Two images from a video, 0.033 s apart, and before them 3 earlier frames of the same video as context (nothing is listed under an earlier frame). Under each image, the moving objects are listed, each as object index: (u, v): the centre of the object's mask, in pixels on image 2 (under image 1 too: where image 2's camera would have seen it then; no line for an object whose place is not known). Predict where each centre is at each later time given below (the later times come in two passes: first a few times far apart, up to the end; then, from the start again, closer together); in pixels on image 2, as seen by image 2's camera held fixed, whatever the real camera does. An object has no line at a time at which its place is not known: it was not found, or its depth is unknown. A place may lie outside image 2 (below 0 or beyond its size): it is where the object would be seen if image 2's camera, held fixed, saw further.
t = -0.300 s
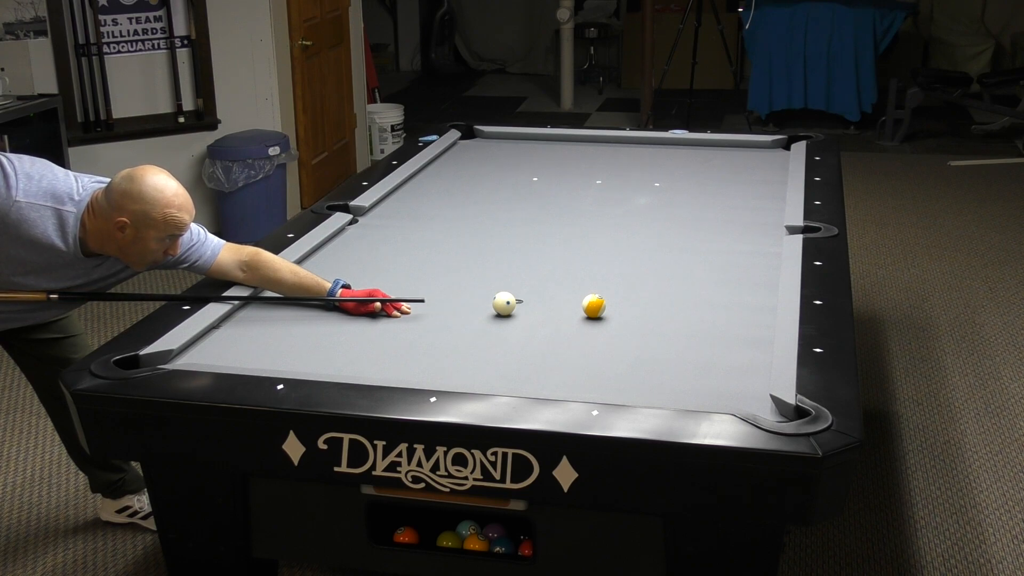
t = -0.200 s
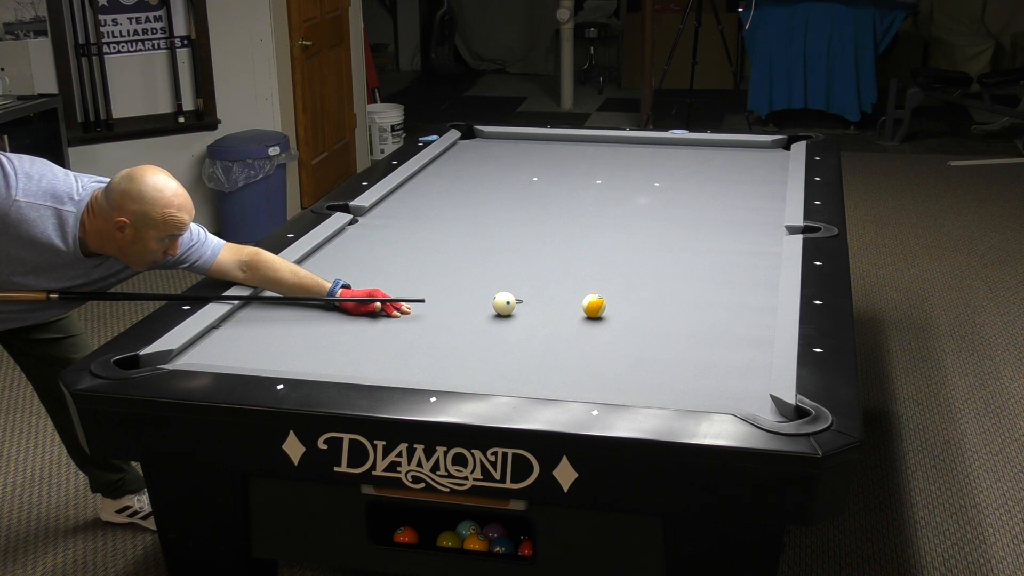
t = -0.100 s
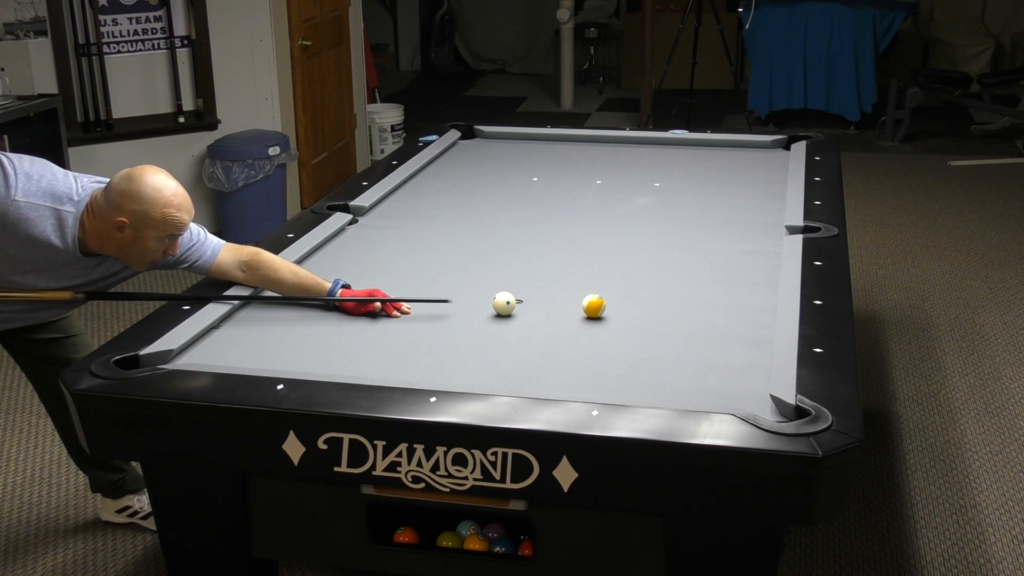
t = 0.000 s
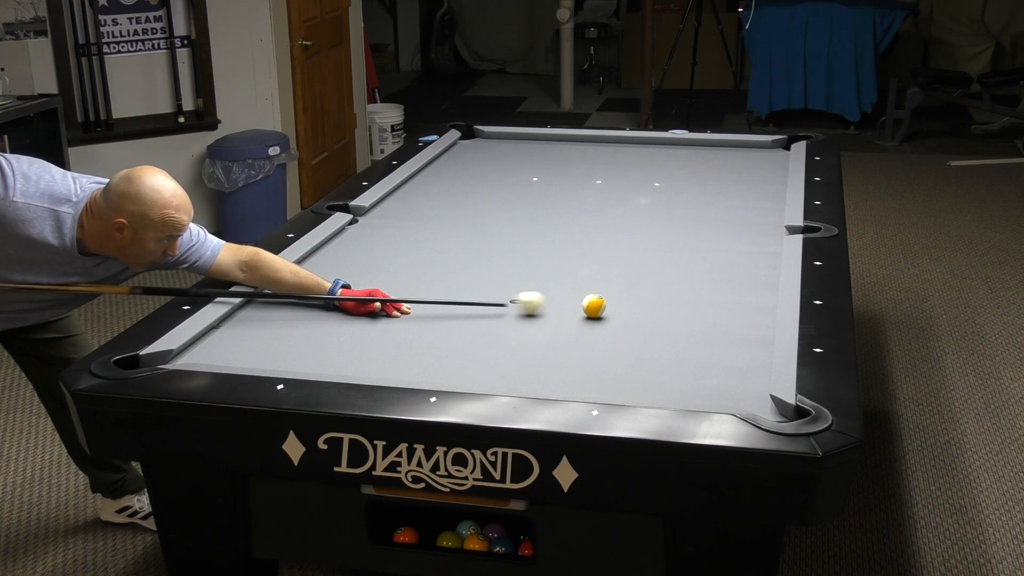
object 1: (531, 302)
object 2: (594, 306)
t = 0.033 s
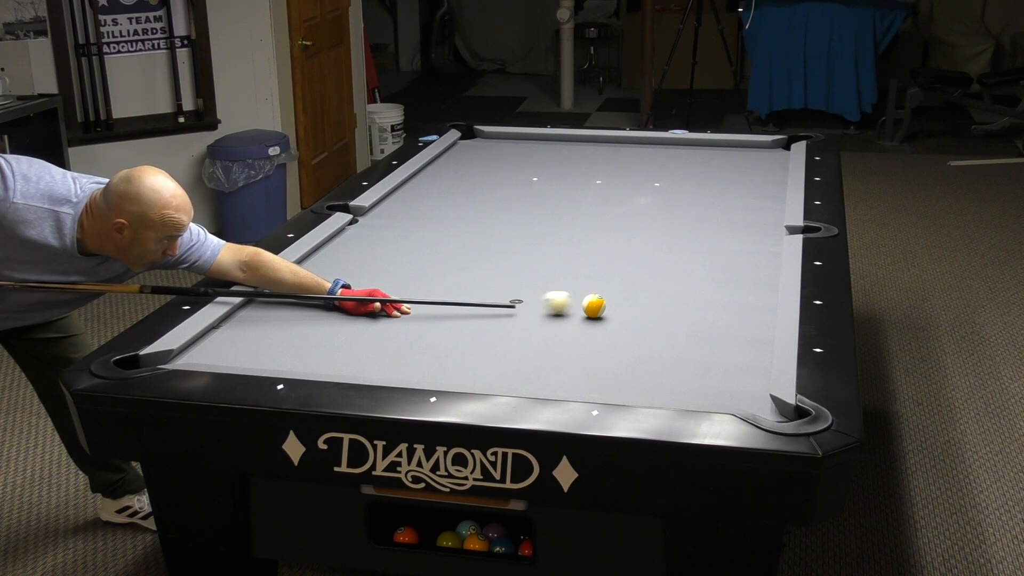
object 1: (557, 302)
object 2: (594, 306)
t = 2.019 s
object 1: (744, 203)
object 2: (336, 328)
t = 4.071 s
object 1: (760, 155)
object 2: (339, 342)
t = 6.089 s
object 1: (742, 148)
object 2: (408, 350)
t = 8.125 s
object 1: (741, 149)
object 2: (408, 350)
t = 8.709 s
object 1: (741, 149)
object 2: (408, 351)
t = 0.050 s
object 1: (570, 302)
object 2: (594, 306)
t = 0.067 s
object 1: (575, 301)
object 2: (602, 306)
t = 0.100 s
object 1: (579, 298)
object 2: (624, 310)
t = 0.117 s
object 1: (582, 296)
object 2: (634, 311)
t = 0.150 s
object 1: (586, 294)
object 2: (654, 313)
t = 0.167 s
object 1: (588, 293)
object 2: (665, 315)
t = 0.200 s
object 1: (592, 291)
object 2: (685, 318)
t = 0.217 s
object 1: (594, 289)
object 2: (695, 319)
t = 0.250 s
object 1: (598, 287)
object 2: (714, 322)
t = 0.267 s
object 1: (600, 286)
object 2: (723, 323)
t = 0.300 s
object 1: (604, 284)
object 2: (741, 326)
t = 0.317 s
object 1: (606, 283)
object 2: (750, 326)
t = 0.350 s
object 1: (610, 281)
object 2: (762, 329)
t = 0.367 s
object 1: (612, 280)
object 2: (755, 329)
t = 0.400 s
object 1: (615, 277)
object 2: (742, 328)
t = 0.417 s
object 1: (617, 277)
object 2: (735, 328)
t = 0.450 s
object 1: (621, 274)
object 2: (723, 328)
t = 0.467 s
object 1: (622, 273)
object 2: (717, 328)
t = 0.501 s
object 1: (626, 271)
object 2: (707, 328)
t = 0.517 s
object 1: (628, 270)
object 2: (702, 328)
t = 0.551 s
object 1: (631, 268)
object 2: (692, 328)
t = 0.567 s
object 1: (633, 267)
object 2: (688, 328)
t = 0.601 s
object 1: (636, 265)
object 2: (679, 329)
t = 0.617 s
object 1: (638, 264)
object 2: (674, 328)
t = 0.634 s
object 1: (640, 263)
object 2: (670, 328)
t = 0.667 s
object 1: (643, 262)
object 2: (661, 328)
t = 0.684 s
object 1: (645, 261)
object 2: (656, 328)
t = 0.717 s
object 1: (648, 259)
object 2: (648, 328)
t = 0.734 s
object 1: (649, 258)
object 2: (644, 328)
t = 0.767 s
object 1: (652, 256)
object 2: (635, 328)
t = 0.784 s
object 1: (654, 255)
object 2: (631, 328)
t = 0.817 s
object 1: (657, 254)
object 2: (622, 328)
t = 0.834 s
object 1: (659, 253)
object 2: (617, 328)
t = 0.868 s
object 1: (662, 251)
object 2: (609, 328)
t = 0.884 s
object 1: (663, 250)
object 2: (605, 328)
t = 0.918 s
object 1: (666, 248)
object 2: (596, 328)
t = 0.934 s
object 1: (668, 248)
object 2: (592, 328)
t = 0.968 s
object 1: (671, 246)
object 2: (583, 328)
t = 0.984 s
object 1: (672, 245)
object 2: (579, 328)
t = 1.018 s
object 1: (675, 243)
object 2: (571, 328)
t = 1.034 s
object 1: (676, 243)
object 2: (567, 328)
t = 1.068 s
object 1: (679, 241)
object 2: (558, 328)
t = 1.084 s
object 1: (681, 240)
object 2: (554, 328)
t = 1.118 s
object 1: (683, 239)
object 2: (545, 328)
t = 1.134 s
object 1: (685, 238)
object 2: (541, 328)
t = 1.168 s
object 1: (687, 237)
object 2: (533, 328)
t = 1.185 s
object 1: (689, 236)
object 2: (529, 328)
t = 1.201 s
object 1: (690, 235)
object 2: (525, 328)
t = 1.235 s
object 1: (693, 233)
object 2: (517, 328)
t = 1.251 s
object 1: (694, 233)
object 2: (513, 328)
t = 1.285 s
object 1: (696, 231)
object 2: (504, 328)
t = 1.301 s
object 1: (698, 231)
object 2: (500, 328)
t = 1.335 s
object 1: (700, 229)
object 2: (493, 328)
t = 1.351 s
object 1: (701, 228)
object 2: (489, 328)
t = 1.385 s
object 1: (704, 227)
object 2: (480, 328)
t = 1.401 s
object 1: (705, 226)
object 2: (476, 328)
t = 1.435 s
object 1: (707, 225)
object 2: (468, 328)
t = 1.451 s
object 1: (708, 224)
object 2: (464, 327)
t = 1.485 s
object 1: (711, 223)
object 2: (457, 328)
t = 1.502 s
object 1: (712, 222)
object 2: (453, 328)
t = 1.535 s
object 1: (714, 221)
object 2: (445, 328)
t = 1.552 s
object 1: (715, 220)
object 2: (441, 327)
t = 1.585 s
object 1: (717, 219)
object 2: (433, 327)
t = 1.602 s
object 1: (719, 218)
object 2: (429, 327)
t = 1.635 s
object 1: (721, 217)
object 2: (421, 328)
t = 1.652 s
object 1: (722, 216)
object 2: (418, 328)
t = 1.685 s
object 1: (724, 215)
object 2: (410, 327)
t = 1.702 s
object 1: (725, 214)
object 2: (406, 327)
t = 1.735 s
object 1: (727, 213)
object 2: (399, 327)
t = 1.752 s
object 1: (728, 213)
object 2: (395, 327)
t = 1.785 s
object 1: (730, 211)
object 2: (387, 327)
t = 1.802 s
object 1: (731, 211)
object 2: (383, 328)
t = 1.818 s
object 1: (732, 210)
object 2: (380, 328)
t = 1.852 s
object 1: (734, 209)
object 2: (373, 328)
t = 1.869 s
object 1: (735, 208)
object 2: (369, 327)
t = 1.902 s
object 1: (737, 207)
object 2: (362, 327)
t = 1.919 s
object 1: (738, 207)
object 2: (358, 327)
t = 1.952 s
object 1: (740, 205)
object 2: (350, 327)
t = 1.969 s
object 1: (741, 205)
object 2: (347, 327)
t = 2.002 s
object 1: (743, 204)
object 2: (340, 328)
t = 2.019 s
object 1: (744, 203)
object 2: (336, 328)
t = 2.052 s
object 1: (746, 202)
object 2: (329, 327)
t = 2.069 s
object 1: (747, 202)
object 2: (325, 327)
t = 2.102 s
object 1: (748, 200)
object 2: (318, 327)
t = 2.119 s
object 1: (749, 200)
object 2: (315, 327)
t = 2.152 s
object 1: (751, 199)
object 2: (307, 327)
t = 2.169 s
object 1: (752, 198)
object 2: (304, 327)
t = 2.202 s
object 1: (754, 197)
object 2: (297, 327)
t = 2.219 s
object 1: (754, 196)
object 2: (294, 327)
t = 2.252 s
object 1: (756, 196)
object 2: (287, 327)
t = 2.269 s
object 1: (757, 195)
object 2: (283, 327)
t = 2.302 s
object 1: (759, 194)
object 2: (276, 327)
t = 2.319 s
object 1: (759, 194)
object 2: (273, 326)
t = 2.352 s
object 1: (761, 193)
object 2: (266, 327)
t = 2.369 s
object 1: (762, 192)
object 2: (263, 327)
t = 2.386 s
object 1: (763, 192)
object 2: (260, 327)
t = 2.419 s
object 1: (764, 191)
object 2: (253, 326)
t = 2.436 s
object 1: (765, 190)
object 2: (250, 327)
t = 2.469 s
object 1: (766, 189)
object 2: (243, 327)
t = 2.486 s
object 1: (767, 189)
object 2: (240, 326)
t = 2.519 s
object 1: (769, 188)
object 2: (233, 326)
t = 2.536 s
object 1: (770, 187)
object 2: (229, 326)
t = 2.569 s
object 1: (771, 187)
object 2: (223, 326)
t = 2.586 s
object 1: (772, 186)
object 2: (222, 326)
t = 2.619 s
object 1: (773, 185)
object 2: (226, 327)
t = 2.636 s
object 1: (774, 185)
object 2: (228, 327)
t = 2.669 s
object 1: (775, 184)
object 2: (232, 327)
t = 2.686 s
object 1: (776, 183)
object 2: (233, 328)
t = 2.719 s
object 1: (777, 182)
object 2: (236, 328)
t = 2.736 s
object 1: (778, 182)
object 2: (238, 329)
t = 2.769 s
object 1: (779, 181)
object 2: (241, 329)
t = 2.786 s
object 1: (779, 181)
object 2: (242, 329)
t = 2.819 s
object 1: (778, 180)
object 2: (245, 329)
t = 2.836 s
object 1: (778, 179)
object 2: (247, 330)
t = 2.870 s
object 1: (778, 179)
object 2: (250, 330)
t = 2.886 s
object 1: (777, 178)
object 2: (251, 330)
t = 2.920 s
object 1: (777, 177)
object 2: (254, 331)
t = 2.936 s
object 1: (777, 177)
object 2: (256, 331)
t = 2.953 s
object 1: (776, 177)
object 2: (257, 331)
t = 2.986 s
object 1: (776, 176)
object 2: (260, 331)
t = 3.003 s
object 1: (775, 175)
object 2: (261, 332)
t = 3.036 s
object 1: (775, 175)
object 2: (264, 332)
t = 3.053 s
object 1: (775, 174)
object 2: (265, 332)
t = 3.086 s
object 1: (774, 173)
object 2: (268, 333)
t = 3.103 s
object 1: (774, 173)
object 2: (270, 333)
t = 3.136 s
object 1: (773, 172)
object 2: (272, 333)
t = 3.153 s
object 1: (773, 172)
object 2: (274, 334)
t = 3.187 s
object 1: (773, 171)
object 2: (276, 334)
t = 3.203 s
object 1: (772, 171)
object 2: (278, 334)
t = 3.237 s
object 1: (772, 170)
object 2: (280, 335)
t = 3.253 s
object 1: (772, 170)
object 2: (282, 335)
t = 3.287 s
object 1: (771, 169)
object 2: (284, 335)
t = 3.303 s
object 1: (771, 169)
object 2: (286, 335)
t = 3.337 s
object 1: (770, 168)
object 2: (288, 336)
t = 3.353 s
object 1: (770, 168)
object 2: (290, 336)
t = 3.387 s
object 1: (769, 167)
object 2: (292, 336)
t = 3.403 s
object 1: (769, 167)
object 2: (294, 336)
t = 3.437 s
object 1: (769, 166)
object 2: (296, 337)
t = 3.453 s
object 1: (769, 166)
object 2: (297, 337)
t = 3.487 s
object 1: (768, 165)
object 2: (300, 337)
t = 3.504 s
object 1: (768, 165)
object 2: (301, 337)
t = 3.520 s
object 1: (768, 164)
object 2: (302, 337)
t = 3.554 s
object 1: (767, 164)
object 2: (305, 338)
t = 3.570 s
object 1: (767, 163)
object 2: (306, 338)
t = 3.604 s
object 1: (767, 163)
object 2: (308, 338)
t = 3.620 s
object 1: (766, 162)
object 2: (309, 338)
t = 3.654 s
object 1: (766, 162)
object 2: (312, 339)
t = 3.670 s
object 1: (766, 161)
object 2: (313, 339)
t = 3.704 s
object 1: (765, 161)
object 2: (315, 339)
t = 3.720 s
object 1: (765, 160)
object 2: (316, 339)
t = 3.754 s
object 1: (764, 160)
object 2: (319, 340)
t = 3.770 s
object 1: (764, 160)
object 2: (320, 340)
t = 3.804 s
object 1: (764, 159)
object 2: (322, 340)
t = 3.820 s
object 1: (763, 159)
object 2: (323, 340)
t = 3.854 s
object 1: (763, 158)
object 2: (325, 340)
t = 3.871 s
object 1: (763, 158)
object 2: (327, 341)
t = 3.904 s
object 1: (763, 157)
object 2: (329, 341)
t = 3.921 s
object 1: (762, 157)
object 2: (330, 341)
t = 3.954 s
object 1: (762, 156)
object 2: (332, 341)
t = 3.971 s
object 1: (762, 156)
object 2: (333, 342)
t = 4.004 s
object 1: (761, 156)
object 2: (335, 342)
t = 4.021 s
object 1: (761, 155)
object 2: (336, 342)
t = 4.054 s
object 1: (761, 155)
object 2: (338, 342)
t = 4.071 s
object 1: (760, 155)
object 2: (339, 342)
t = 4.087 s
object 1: (760, 154)
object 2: (340, 343)
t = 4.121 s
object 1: (760, 154)
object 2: (342, 343)
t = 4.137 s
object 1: (760, 154)
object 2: (343, 343)
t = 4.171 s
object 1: (759, 153)
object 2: (345, 343)
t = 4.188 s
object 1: (759, 153)
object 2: (346, 343)
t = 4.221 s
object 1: (759, 152)
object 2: (348, 344)
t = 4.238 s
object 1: (759, 152)
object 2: (349, 344)
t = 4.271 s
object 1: (758, 152)
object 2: (350, 344)
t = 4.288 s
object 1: (758, 151)
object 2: (351, 344)
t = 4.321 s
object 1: (758, 151)
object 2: (353, 344)
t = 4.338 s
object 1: (758, 151)
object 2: (354, 344)
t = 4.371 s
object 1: (757, 150)
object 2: (356, 344)
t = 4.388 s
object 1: (757, 150)
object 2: (357, 344)
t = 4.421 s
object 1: (757, 149)
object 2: (359, 345)
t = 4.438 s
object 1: (757, 149)
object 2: (359, 345)
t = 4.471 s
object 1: (756, 149)
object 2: (361, 345)
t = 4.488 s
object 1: (756, 148)
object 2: (362, 345)
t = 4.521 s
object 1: (756, 148)
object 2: (363, 346)
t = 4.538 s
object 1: (756, 148)
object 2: (364, 346)
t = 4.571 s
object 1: (755, 147)
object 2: (366, 346)
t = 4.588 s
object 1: (755, 147)
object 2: (367, 346)
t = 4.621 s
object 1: (755, 147)
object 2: (368, 346)
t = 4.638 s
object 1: (755, 147)
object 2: (369, 347)
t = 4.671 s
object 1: (755, 146)
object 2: (370, 347)
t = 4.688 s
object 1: (754, 146)
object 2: (371, 347)
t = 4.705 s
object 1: (754, 146)
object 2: (372, 347)
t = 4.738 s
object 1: (754, 145)
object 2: (373, 347)
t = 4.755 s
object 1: (754, 145)
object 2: (374, 347)
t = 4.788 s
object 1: (754, 145)
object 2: (375, 347)
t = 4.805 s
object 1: (753, 145)
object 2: (376, 348)
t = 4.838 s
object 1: (753, 144)
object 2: (377, 348)
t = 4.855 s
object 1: (753, 144)
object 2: (378, 348)
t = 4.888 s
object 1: (753, 144)
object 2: (379, 348)
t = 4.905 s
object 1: (753, 144)
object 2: (380, 348)
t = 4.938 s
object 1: (752, 144)
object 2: (381, 348)
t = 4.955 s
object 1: (752, 144)
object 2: (382, 348)
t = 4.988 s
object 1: (752, 144)
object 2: (383, 348)
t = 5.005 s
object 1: (751, 144)
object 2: (384, 349)
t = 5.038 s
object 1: (751, 144)
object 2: (385, 349)
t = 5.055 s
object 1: (751, 144)
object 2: (385, 349)
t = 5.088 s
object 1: (750, 144)
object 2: (386, 349)
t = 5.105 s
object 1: (750, 144)
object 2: (387, 349)
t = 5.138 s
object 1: (749, 145)
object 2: (388, 349)
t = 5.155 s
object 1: (749, 145)
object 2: (389, 349)
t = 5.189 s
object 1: (749, 145)
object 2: (390, 349)
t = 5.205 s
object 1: (748, 145)
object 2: (390, 349)
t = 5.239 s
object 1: (748, 145)
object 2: (391, 349)
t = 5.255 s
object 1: (748, 145)
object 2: (392, 349)
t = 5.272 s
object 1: (747, 145)
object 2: (392, 350)
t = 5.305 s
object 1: (747, 146)
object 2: (393, 350)
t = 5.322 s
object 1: (747, 145)
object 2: (394, 350)
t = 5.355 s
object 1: (747, 146)
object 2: (395, 350)
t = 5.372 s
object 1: (746, 146)
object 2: (395, 350)
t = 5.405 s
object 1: (746, 146)
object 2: (396, 350)
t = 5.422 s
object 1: (746, 146)
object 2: (396, 350)
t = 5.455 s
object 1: (746, 146)
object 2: (397, 350)
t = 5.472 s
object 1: (745, 146)
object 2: (398, 350)
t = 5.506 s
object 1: (745, 146)
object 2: (398, 350)
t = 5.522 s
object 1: (745, 146)
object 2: (399, 350)
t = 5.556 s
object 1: (745, 147)
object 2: (399, 350)
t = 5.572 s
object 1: (745, 147)
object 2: (400, 350)
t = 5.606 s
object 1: (744, 147)
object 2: (401, 350)
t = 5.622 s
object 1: (744, 147)
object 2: (401, 350)
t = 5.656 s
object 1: (744, 147)
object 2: (401, 350)
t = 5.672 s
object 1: (744, 147)
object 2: (402, 350)
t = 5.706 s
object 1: (744, 147)
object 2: (402, 350)
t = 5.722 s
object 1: (744, 147)
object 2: (403, 350)
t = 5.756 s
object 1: (743, 147)
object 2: (403, 351)
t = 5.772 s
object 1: (743, 147)
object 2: (404, 351)
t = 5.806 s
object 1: (743, 147)
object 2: (404, 351)
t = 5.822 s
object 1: (743, 148)
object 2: (405, 351)
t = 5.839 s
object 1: (743, 148)
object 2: (405, 351)
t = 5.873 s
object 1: (743, 148)
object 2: (405, 351)
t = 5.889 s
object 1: (743, 148)
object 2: (406, 351)
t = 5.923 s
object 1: (742, 148)
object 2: (406, 351)
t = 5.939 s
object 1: (742, 148)
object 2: (406, 351)
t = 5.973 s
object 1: (742, 148)
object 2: (407, 350)
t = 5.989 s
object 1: (742, 148)
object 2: (407, 350)
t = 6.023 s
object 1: (742, 148)
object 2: (407, 350)
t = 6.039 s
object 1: (742, 148)
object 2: (407, 350)
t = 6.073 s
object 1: (742, 148)
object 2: (408, 350)
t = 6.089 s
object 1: (742, 148)
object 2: (408, 350)
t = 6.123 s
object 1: (742, 148)
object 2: (408, 350)
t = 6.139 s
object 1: (742, 148)
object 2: (408, 350)
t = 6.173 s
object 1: (742, 149)
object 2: (408, 350)
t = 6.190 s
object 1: (742, 148)
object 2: (408, 350)
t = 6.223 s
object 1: (741, 149)
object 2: (408, 350)
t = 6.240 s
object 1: (741, 149)
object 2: (408, 350)
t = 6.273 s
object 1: (742, 149)
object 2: (408, 350)
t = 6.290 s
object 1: (742, 149)
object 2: (408, 350)
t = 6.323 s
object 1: (741, 149)
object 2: (408, 350)
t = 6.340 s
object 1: (741, 149)
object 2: (408, 351)
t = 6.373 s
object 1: (741, 149)
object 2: (408, 351)
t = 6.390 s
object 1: (741, 149)
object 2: (408, 350)
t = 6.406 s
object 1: (741, 149)
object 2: (408, 351)
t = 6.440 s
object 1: (741, 149)
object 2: (408, 351)
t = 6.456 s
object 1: (741, 149)
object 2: (408, 350)
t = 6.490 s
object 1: (741, 149)
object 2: (408, 350)
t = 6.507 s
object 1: (741, 149)
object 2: (408, 351)
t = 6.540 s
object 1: (741, 149)
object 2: (408, 351)
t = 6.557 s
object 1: (741, 149)
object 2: (408, 350)
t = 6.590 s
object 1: (741, 149)
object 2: (408, 350)
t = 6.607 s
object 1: (741, 149)
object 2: (408, 350)
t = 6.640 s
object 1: (741, 149)
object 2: (408, 351)
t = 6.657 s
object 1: (741, 149)
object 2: (408, 350)
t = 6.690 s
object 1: (741, 149)
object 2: (408, 350)
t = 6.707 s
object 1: (741, 149)
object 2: (408, 351)
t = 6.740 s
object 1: (741, 149)
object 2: (408, 351)
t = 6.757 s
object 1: (741, 149)
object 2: (408, 351)
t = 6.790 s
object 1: (741, 149)
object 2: (408, 351)
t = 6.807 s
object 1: (741, 149)
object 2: (408, 351)
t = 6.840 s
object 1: (741, 149)
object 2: (408, 351)
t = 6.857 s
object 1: (741, 149)
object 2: (408, 351)
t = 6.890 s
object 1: (741, 149)
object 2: (408, 351)
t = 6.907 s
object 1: (741, 149)
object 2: (408, 351)
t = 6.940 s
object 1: (741, 149)
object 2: (408, 351)
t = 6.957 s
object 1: (741, 149)
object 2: (408, 351)
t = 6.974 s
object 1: (741, 149)
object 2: (408, 350)
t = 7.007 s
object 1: (741, 149)
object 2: (408, 350)
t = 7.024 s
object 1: (741, 149)
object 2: (408, 351)
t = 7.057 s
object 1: (741, 149)
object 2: (408, 350)
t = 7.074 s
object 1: (741, 149)
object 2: (408, 351)
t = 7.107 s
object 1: (741, 149)
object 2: (408, 351)
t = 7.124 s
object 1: (741, 149)
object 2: (408, 350)
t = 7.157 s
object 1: (741, 149)
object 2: (408, 351)
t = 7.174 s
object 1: (741, 149)
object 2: (408, 351)
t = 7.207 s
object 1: (741, 149)
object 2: (408, 350)
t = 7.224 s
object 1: (741, 149)
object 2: (408, 350)
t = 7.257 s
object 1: (741, 149)
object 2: (408, 351)
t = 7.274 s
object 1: (741, 149)
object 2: (408, 351)
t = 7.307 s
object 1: (741, 149)
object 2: (408, 350)
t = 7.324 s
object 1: (741, 149)
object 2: (408, 350)
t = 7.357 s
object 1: (741, 149)
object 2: (408, 351)
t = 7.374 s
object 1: (741, 149)
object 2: (408, 350)
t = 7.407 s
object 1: (741, 149)
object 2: (408, 350)
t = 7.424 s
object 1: (741, 149)
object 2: (408, 351)
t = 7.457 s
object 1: (741, 149)
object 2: (408, 351)
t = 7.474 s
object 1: (741, 149)
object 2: (408, 350)
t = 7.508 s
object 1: (741, 149)
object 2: (408, 351)
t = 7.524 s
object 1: (741, 149)
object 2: (408, 351)
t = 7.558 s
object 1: (741, 149)
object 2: (408, 351)
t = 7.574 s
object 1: (741, 149)
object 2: (408, 350)
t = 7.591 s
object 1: (741, 149)
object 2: (408, 351)
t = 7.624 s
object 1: (741, 149)
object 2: (408, 351)
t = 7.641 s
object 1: (741, 149)
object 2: (408, 351)
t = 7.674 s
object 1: (741, 149)
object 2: (408, 351)
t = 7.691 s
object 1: (741, 149)
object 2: (408, 351)
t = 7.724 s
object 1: (741, 149)
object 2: (408, 350)
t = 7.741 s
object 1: (741, 149)
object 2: (408, 351)
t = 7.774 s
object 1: (741, 149)
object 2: (408, 351)
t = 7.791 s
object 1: (741, 149)
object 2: (408, 351)
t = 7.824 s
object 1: (741, 149)
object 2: (408, 351)
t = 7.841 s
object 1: (741, 149)
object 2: (408, 351)
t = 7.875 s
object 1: (741, 149)
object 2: (408, 351)
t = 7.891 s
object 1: (741, 149)
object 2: (408, 351)
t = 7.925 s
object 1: (741, 149)
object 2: (408, 351)
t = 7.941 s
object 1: (741, 149)
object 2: (408, 351)
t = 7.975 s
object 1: (741, 149)
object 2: (408, 351)
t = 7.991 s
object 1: (741, 149)
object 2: (408, 350)
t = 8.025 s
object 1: (741, 149)
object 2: (408, 351)
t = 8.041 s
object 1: (741, 149)
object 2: (408, 350)
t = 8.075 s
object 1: (741, 149)
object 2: (408, 350)
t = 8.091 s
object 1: (741, 149)
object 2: (408, 350)
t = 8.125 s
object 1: (741, 149)
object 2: (408, 350)
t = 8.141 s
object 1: (741, 149)
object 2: (408, 350)
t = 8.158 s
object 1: (741, 149)
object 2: (408, 350)
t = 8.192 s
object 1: (741, 149)
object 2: (408, 350)
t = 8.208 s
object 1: (741, 149)
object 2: (408, 350)
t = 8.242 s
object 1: (741, 149)
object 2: (408, 350)
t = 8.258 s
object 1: (741, 149)
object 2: (408, 350)
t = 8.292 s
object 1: (741, 149)
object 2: (408, 350)
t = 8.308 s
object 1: (741, 149)
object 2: (408, 350)
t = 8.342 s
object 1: (741, 149)
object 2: (408, 350)
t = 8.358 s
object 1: (741, 149)
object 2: (408, 350)
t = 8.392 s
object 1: (741, 149)
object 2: (408, 350)
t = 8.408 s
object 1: (741, 149)
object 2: (408, 350)
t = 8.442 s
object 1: (741, 149)
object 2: (408, 350)
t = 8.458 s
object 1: (741, 149)
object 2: (408, 350)
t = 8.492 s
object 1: (741, 149)
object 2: (408, 351)
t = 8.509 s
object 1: (741, 149)
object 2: (408, 351)
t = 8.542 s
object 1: (741, 149)
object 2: (408, 351)
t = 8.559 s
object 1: (741, 149)
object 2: (408, 351)
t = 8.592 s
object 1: (741, 149)
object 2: (408, 351)
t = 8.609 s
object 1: (741, 149)
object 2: (408, 351)
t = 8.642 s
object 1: (741, 149)
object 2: (408, 351)
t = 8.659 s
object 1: (741, 149)
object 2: (408, 351)
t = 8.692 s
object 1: (741, 149)
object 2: (408, 351)
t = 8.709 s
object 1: (741, 149)
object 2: (408, 351)
